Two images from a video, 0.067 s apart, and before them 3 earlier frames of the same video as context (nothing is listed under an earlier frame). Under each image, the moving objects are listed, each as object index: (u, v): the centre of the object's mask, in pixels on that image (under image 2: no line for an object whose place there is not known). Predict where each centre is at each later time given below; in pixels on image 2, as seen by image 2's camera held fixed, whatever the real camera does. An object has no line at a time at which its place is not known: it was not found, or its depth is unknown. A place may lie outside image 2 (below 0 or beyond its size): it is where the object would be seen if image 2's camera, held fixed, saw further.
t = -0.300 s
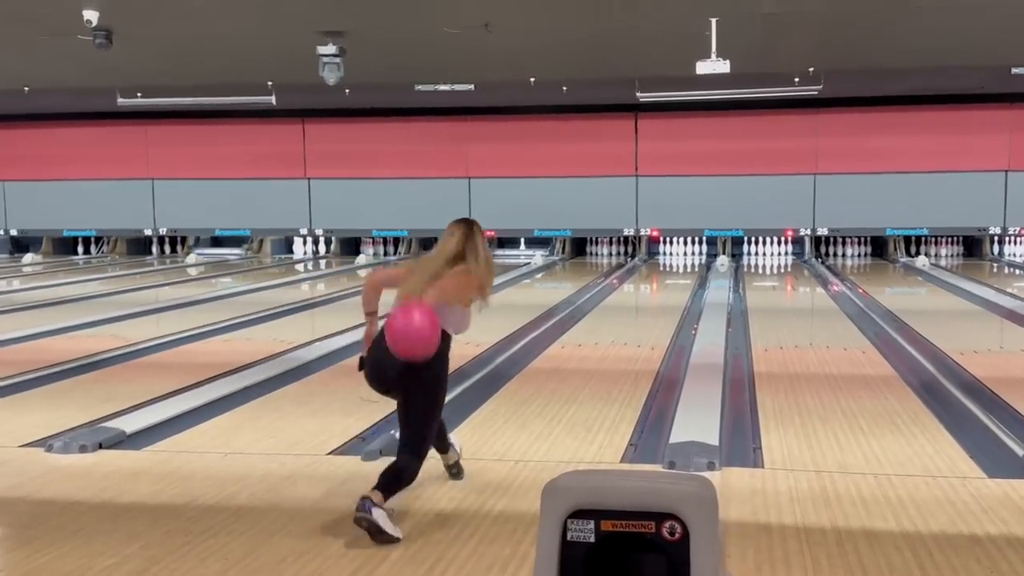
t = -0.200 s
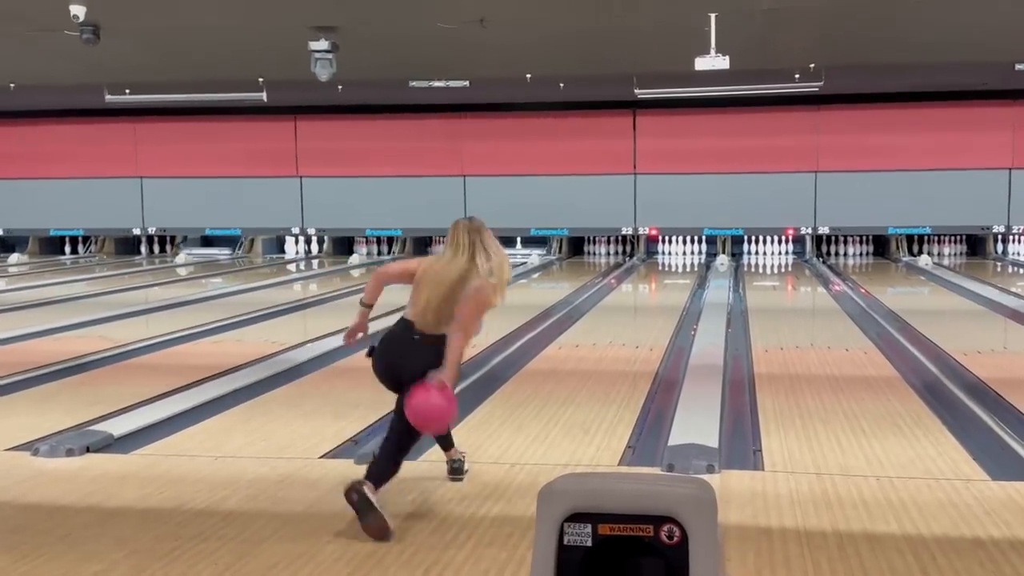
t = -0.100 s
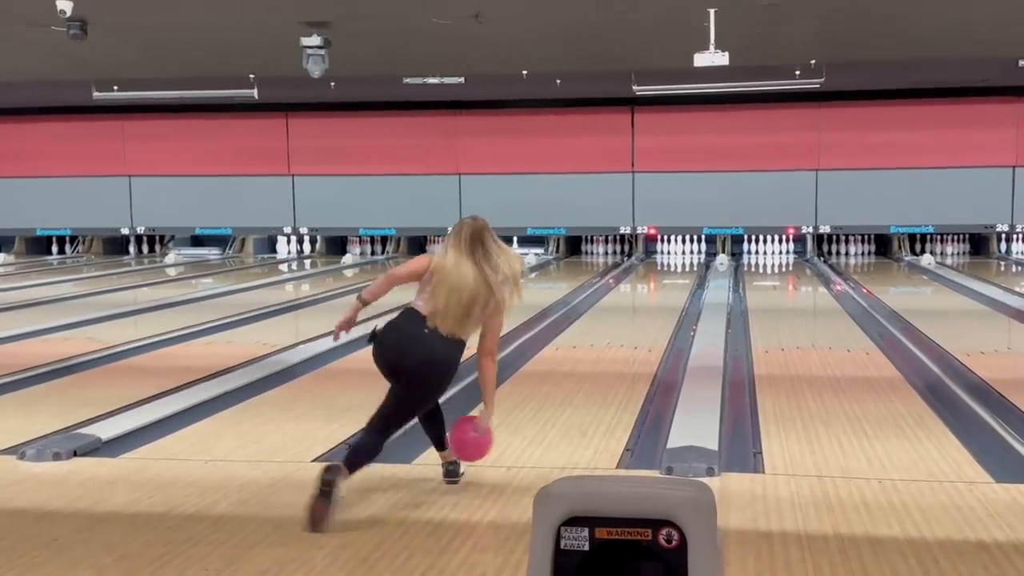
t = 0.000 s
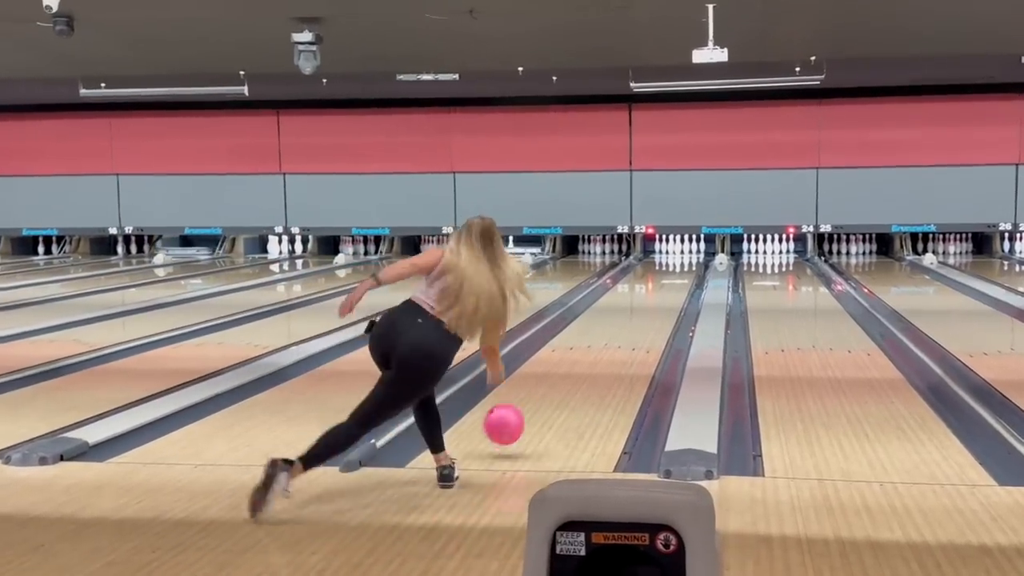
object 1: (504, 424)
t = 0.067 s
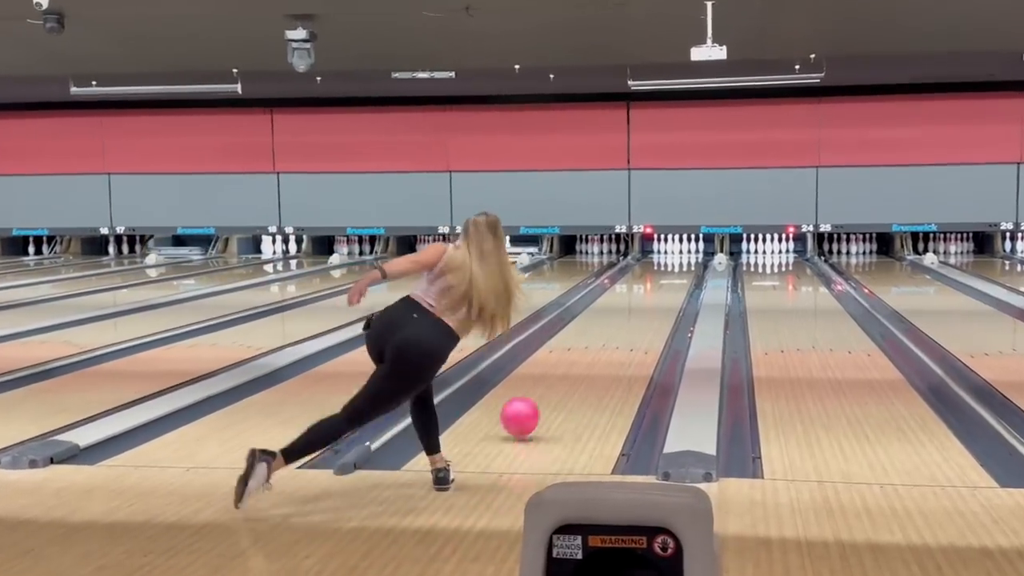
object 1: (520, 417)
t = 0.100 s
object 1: (529, 414)
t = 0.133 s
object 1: (537, 406)
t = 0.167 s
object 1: (544, 399)
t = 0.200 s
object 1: (551, 393)
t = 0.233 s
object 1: (558, 386)
